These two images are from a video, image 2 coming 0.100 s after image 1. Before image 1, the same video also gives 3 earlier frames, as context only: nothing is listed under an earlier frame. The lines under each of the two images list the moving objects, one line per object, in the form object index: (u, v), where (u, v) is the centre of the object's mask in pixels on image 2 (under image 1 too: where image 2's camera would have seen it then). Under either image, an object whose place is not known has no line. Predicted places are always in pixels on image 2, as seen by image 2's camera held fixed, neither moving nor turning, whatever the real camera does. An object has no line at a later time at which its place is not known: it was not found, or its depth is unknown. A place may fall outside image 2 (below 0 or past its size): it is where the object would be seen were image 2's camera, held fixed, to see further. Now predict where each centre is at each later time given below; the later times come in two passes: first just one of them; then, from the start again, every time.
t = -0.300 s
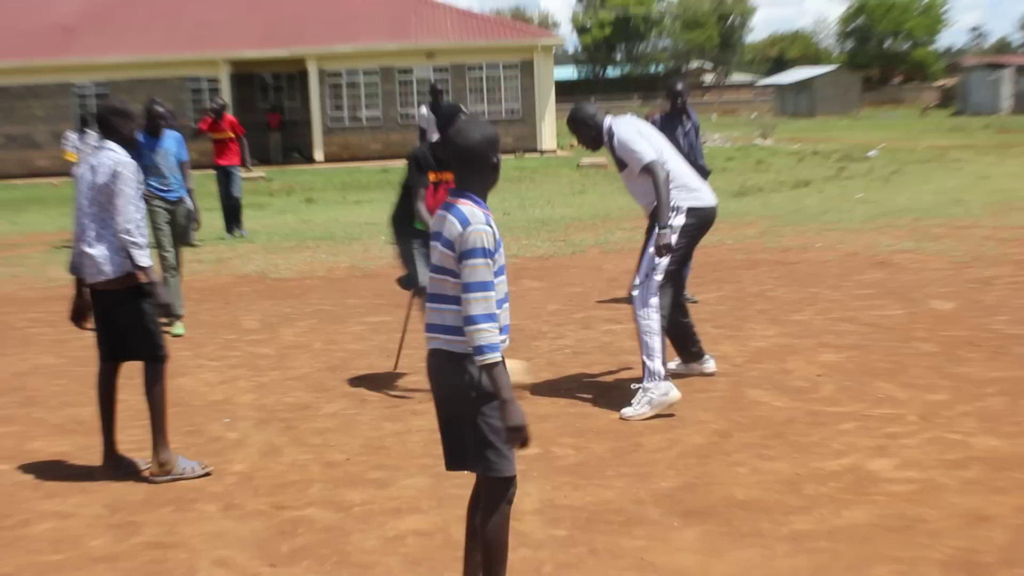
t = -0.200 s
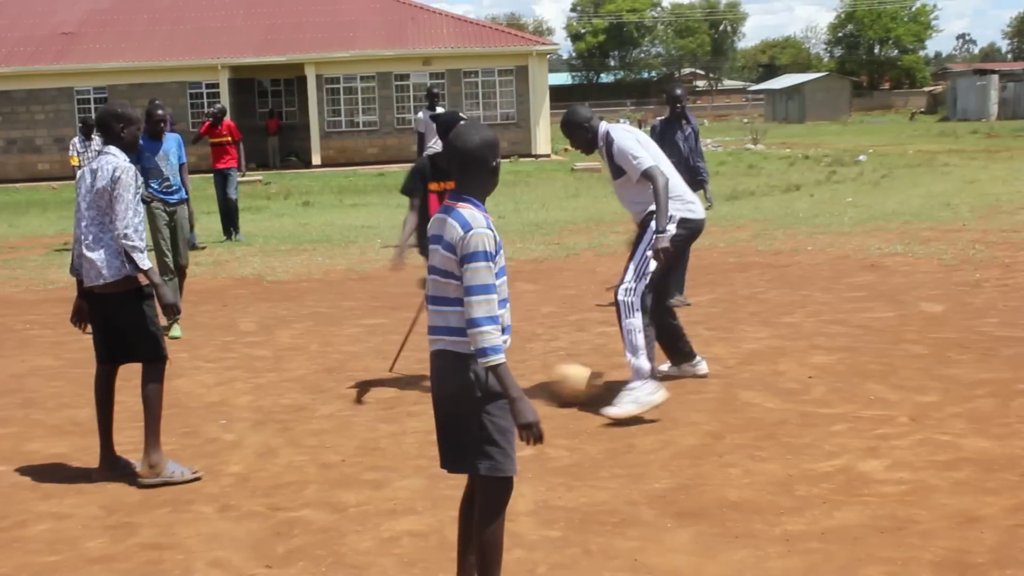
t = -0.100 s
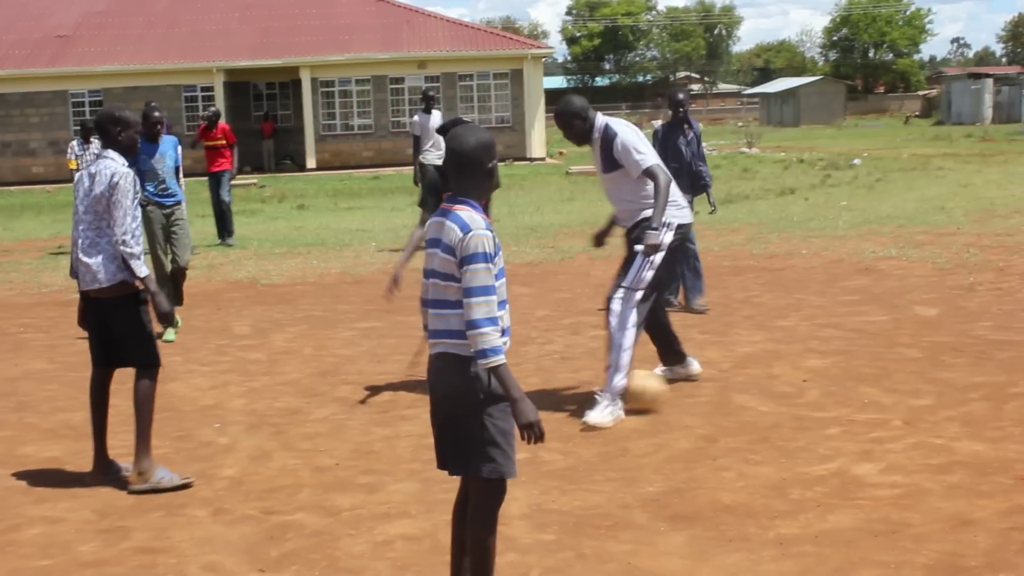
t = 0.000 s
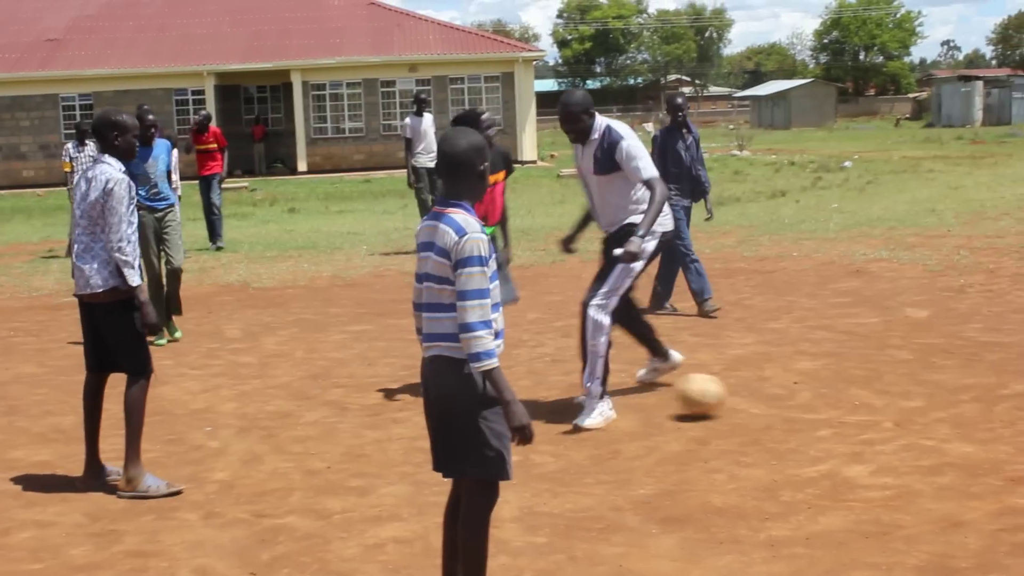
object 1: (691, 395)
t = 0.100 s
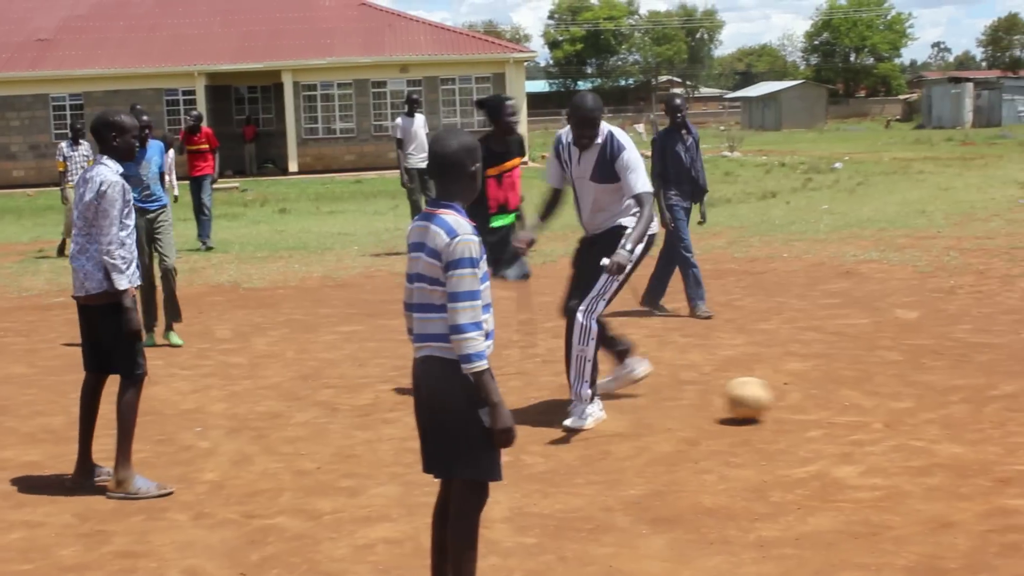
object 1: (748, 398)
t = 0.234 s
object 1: (817, 402)
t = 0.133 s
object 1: (764, 398)
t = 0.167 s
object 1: (780, 401)
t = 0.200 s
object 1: (799, 400)
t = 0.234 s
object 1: (817, 402)
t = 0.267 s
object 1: (835, 404)
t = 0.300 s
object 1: (853, 404)
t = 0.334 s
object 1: (870, 405)
